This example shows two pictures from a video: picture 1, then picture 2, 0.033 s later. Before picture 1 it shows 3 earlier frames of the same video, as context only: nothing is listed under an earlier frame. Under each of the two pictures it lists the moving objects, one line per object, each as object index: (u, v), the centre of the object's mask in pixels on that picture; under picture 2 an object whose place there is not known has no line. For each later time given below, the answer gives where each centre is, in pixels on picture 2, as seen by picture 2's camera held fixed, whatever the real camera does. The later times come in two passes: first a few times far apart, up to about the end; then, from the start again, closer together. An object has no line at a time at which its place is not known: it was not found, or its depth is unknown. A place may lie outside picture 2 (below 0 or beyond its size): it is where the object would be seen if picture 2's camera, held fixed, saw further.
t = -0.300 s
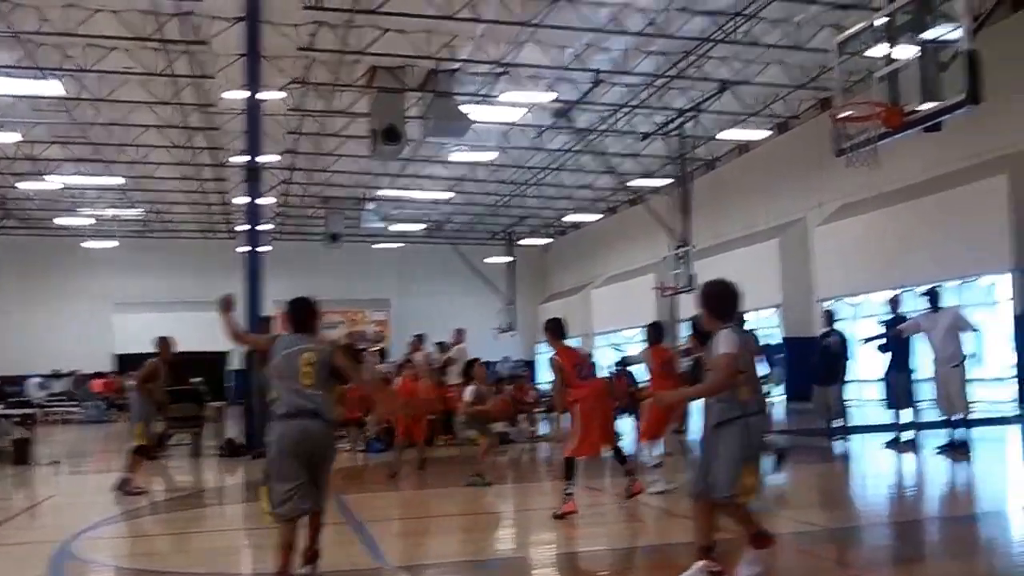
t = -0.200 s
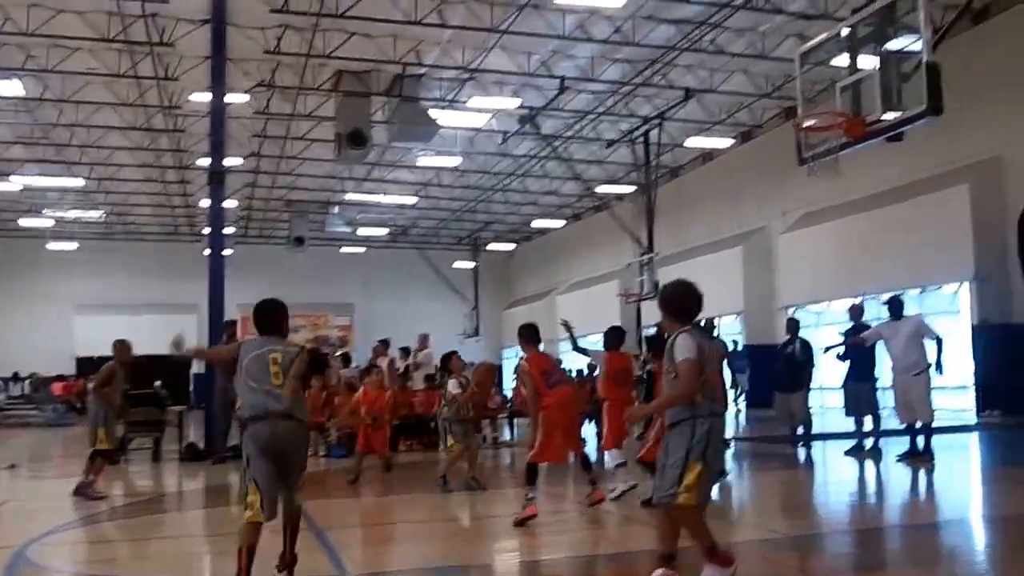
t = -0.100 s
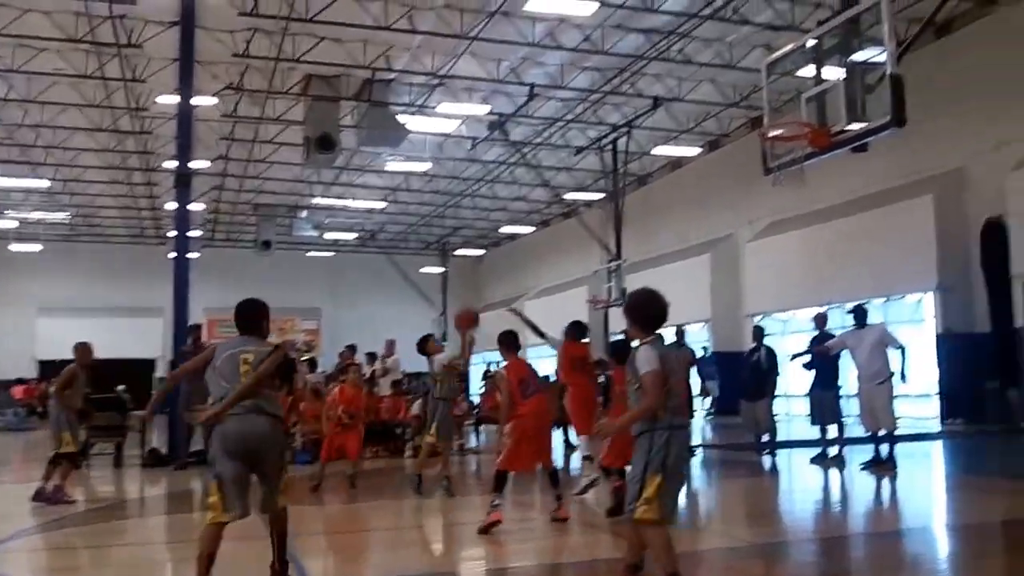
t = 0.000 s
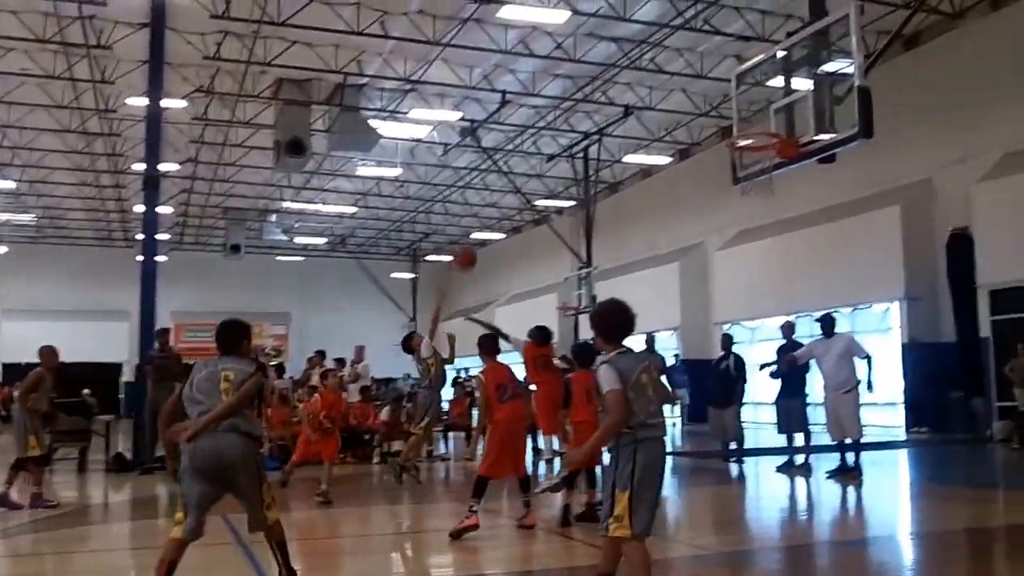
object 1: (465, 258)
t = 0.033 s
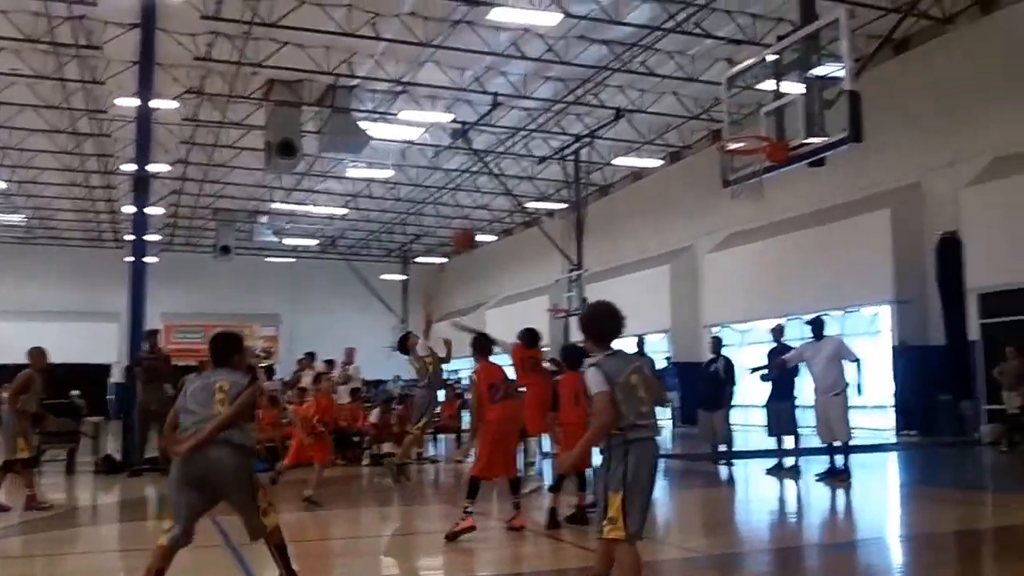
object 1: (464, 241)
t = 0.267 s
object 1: (532, 130)
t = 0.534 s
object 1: (610, 75)
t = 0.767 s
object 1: (682, 86)
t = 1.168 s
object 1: (740, 207)
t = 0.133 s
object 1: (494, 185)
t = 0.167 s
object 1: (503, 169)
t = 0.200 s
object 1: (513, 154)
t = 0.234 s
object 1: (522, 141)
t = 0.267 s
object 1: (532, 130)
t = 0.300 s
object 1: (542, 119)
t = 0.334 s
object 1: (552, 109)
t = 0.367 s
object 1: (561, 100)
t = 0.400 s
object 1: (572, 93)
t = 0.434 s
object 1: (581, 87)
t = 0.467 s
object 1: (592, 81)
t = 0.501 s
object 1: (601, 78)
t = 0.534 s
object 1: (610, 75)
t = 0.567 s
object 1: (621, 73)
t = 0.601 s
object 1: (630, 72)
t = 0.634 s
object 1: (640, 72)
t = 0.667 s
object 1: (651, 74)
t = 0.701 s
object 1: (661, 77)
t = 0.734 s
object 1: (671, 80)
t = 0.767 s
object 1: (682, 86)
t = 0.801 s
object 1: (693, 92)
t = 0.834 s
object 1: (703, 100)
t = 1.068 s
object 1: (747, 174)
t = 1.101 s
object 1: (744, 184)
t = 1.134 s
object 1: (742, 195)
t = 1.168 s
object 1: (740, 207)
